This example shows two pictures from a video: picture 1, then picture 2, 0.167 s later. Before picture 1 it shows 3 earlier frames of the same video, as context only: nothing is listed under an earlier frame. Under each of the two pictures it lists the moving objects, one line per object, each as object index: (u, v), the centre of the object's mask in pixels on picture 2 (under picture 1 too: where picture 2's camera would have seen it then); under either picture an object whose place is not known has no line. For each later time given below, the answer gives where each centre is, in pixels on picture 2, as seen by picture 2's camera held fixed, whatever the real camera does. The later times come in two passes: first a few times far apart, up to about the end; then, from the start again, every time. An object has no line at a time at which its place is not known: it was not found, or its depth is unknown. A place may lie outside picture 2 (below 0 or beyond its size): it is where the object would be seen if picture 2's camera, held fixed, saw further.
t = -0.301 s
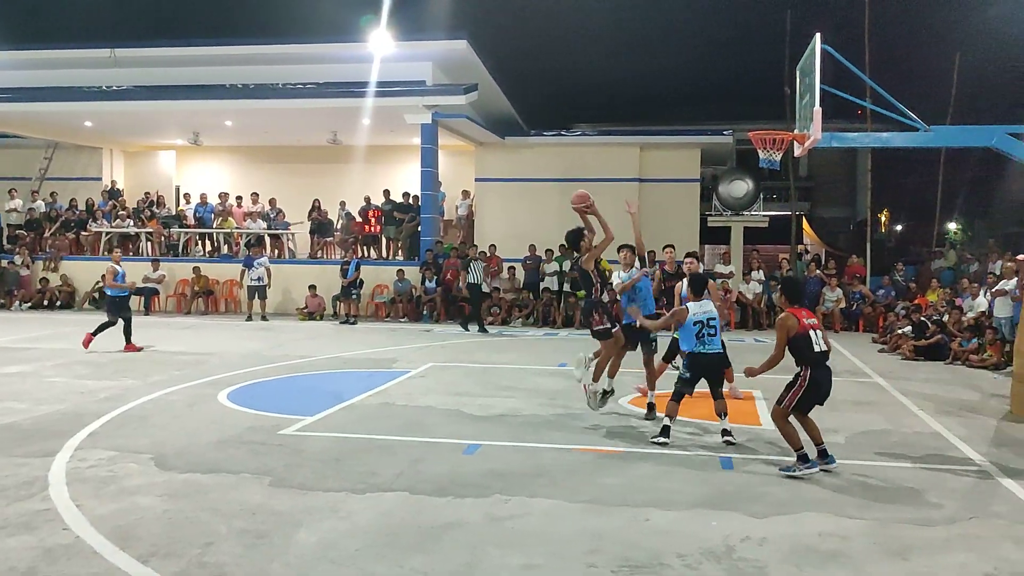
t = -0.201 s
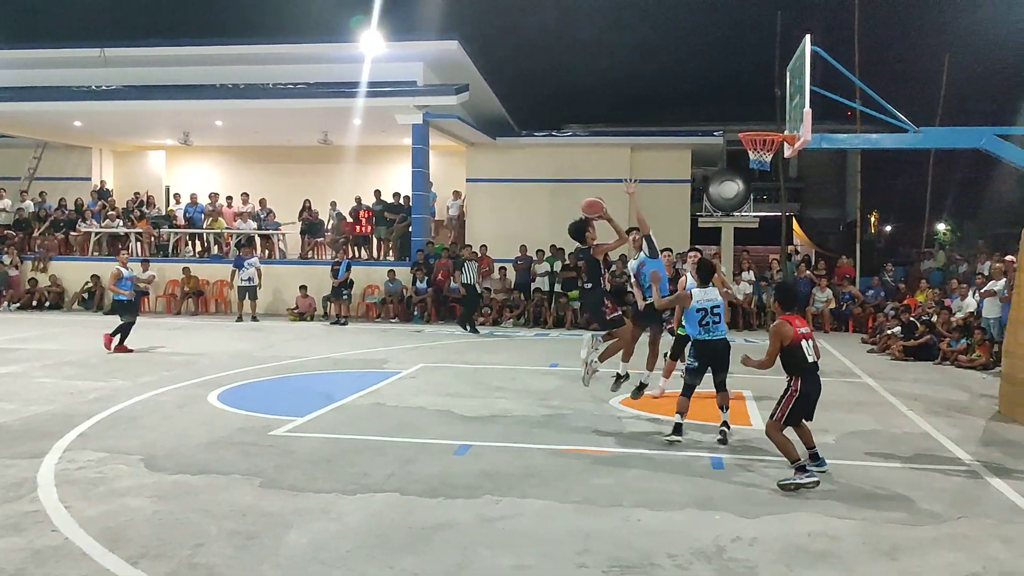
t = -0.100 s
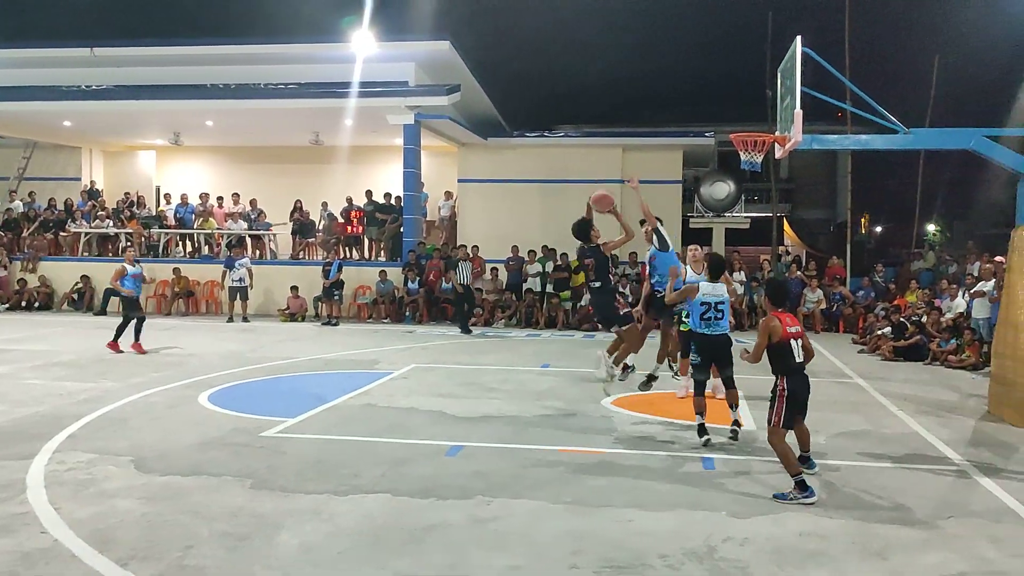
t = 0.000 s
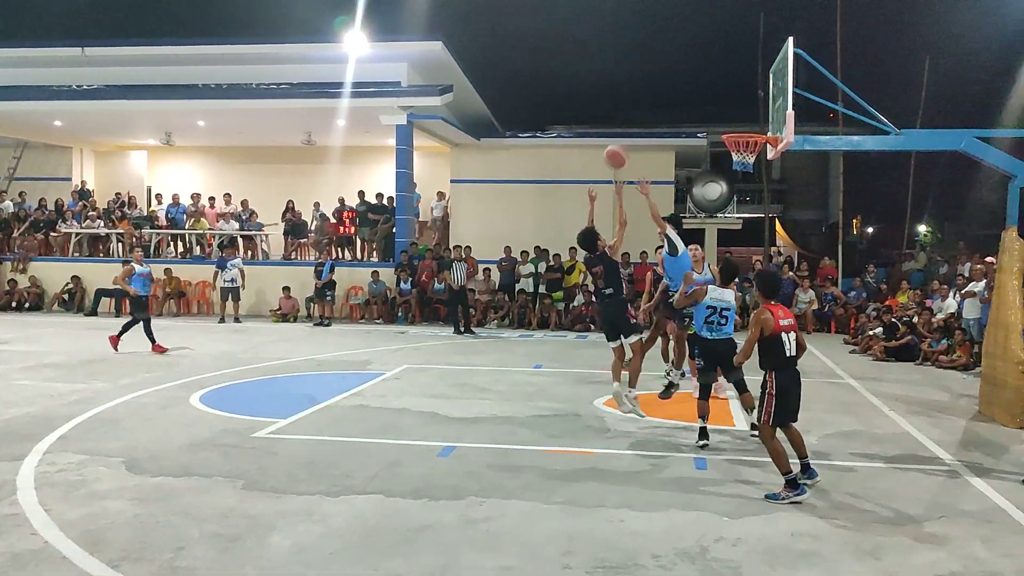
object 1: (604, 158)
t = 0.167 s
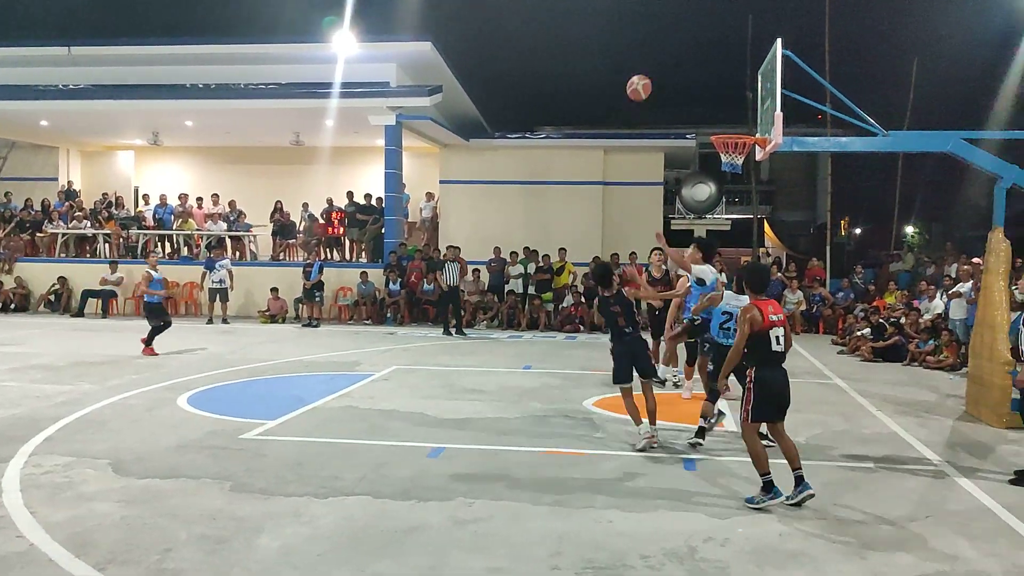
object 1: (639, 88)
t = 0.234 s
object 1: (651, 69)
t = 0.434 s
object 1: (689, 39)
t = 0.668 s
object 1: (728, 53)
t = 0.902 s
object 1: (744, 102)
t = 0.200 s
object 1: (645, 77)
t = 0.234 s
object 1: (651, 69)
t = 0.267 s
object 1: (658, 61)
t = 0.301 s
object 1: (664, 54)
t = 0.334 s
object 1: (670, 49)
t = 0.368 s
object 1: (676, 44)
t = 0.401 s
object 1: (683, 41)
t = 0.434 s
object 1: (689, 39)
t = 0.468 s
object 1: (695, 38)
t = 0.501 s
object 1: (701, 38)
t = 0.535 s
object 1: (706, 40)
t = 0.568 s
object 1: (712, 41)
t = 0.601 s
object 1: (717, 44)
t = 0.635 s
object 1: (723, 48)
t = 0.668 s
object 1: (728, 53)
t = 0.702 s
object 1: (733, 59)
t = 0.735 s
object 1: (739, 65)
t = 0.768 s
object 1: (744, 73)
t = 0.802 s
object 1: (749, 81)
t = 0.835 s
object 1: (753, 90)
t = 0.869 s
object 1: (749, 96)
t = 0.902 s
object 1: (744, 102)
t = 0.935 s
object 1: (738, 109)
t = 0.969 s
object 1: (733, 117)
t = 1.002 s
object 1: (728, 125)
